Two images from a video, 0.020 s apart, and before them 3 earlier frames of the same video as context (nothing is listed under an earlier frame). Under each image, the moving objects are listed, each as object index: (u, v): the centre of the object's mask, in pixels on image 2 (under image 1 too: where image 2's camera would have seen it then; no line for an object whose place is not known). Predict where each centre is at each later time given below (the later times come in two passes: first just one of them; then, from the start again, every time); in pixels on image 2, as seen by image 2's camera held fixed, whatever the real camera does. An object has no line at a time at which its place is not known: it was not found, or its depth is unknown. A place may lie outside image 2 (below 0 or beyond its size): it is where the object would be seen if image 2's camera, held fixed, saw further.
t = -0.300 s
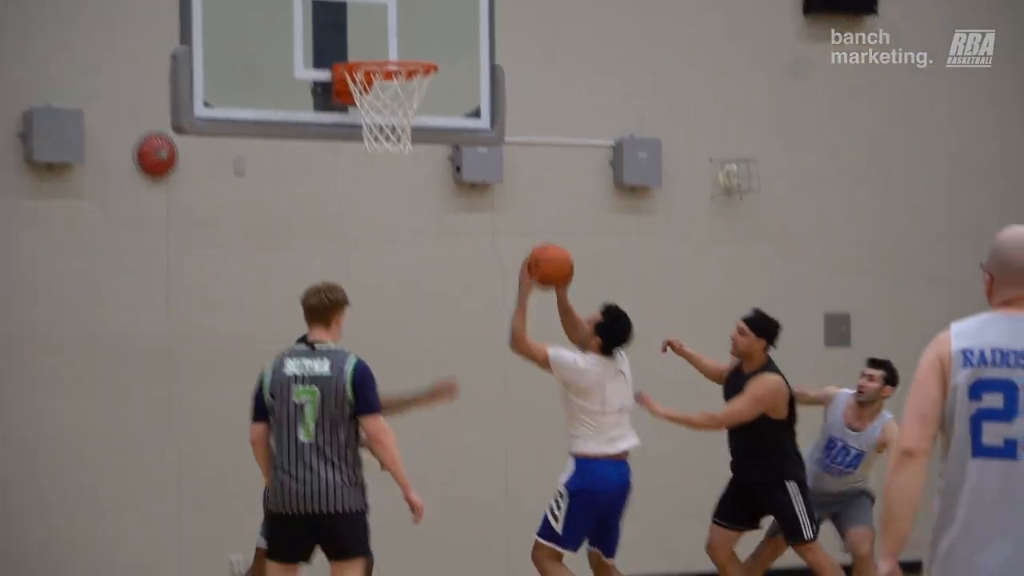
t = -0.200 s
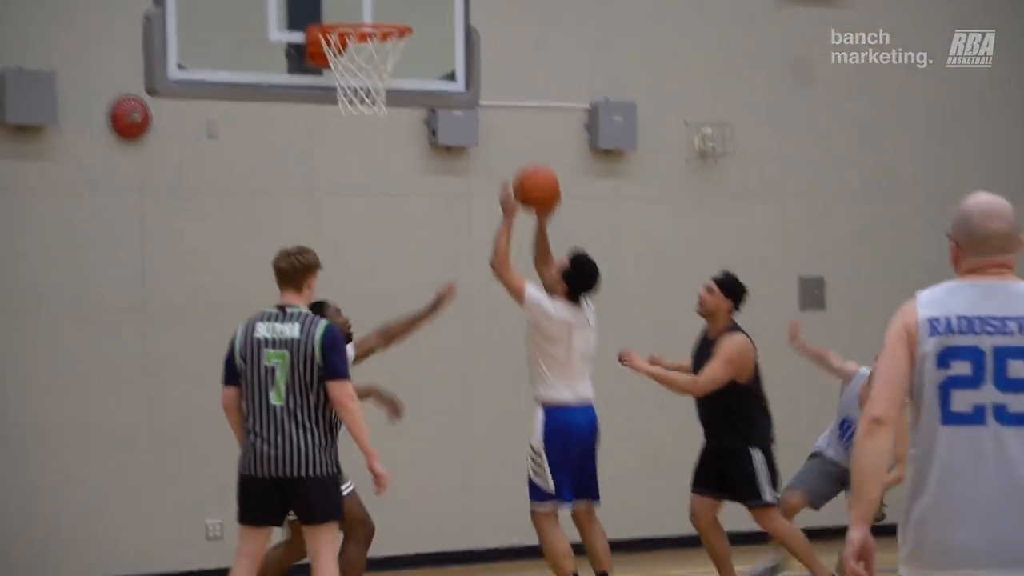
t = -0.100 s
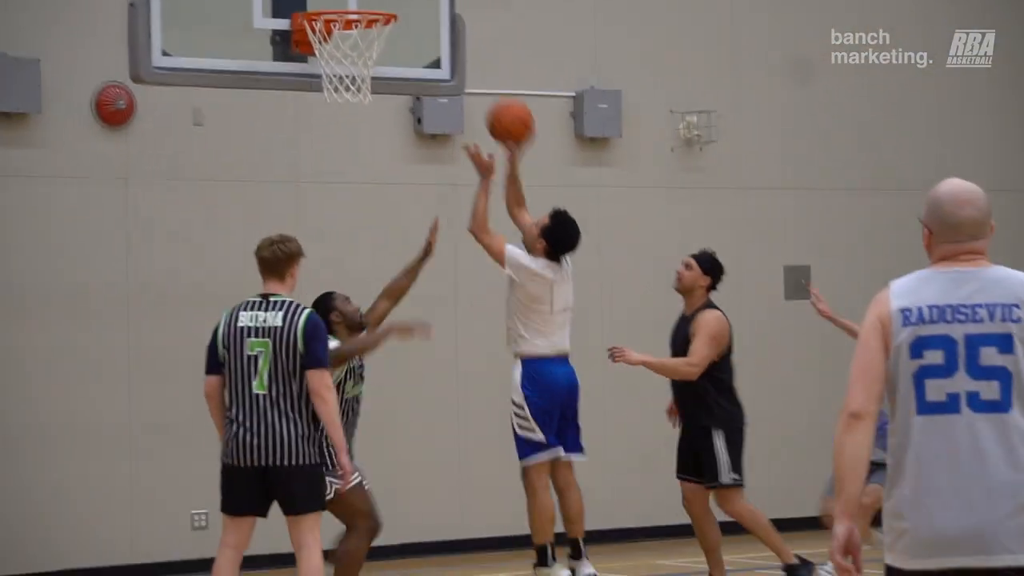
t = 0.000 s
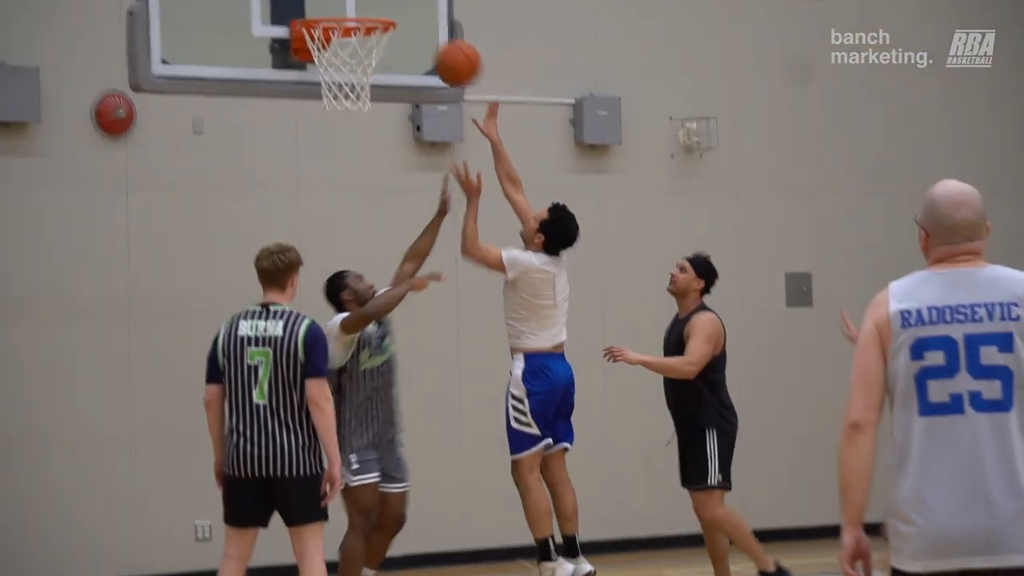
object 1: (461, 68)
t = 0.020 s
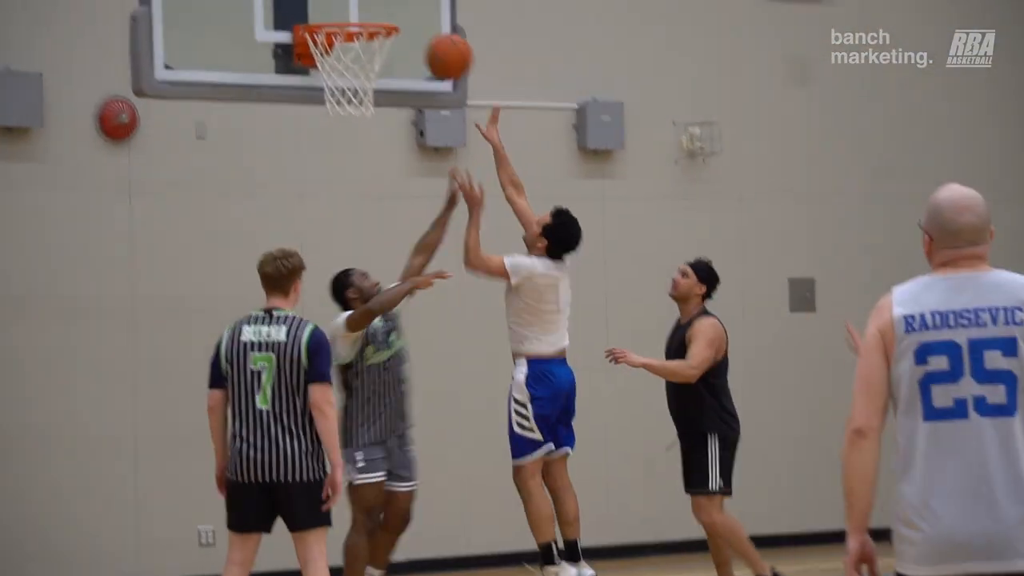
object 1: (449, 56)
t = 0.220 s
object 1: (360, -10)
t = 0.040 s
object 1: (437, 46)
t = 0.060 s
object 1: (425, 36)
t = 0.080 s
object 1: (414, 26)
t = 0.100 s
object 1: (403, 16)
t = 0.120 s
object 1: (391, 7)
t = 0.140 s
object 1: (378, 2)
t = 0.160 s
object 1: (366, -3)
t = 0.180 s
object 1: (363, -6)
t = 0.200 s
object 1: (361, -8)
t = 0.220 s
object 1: (360, -10)
